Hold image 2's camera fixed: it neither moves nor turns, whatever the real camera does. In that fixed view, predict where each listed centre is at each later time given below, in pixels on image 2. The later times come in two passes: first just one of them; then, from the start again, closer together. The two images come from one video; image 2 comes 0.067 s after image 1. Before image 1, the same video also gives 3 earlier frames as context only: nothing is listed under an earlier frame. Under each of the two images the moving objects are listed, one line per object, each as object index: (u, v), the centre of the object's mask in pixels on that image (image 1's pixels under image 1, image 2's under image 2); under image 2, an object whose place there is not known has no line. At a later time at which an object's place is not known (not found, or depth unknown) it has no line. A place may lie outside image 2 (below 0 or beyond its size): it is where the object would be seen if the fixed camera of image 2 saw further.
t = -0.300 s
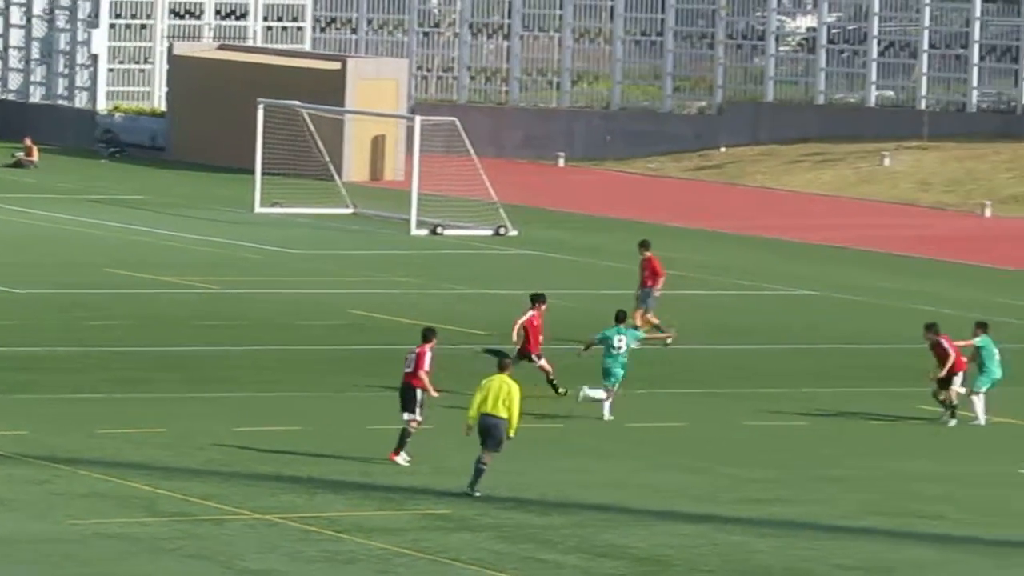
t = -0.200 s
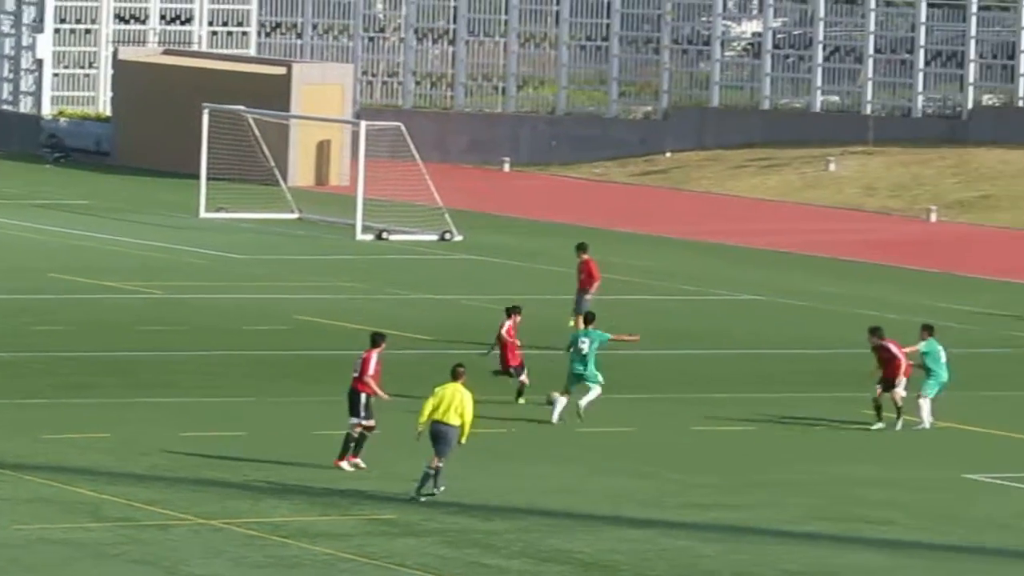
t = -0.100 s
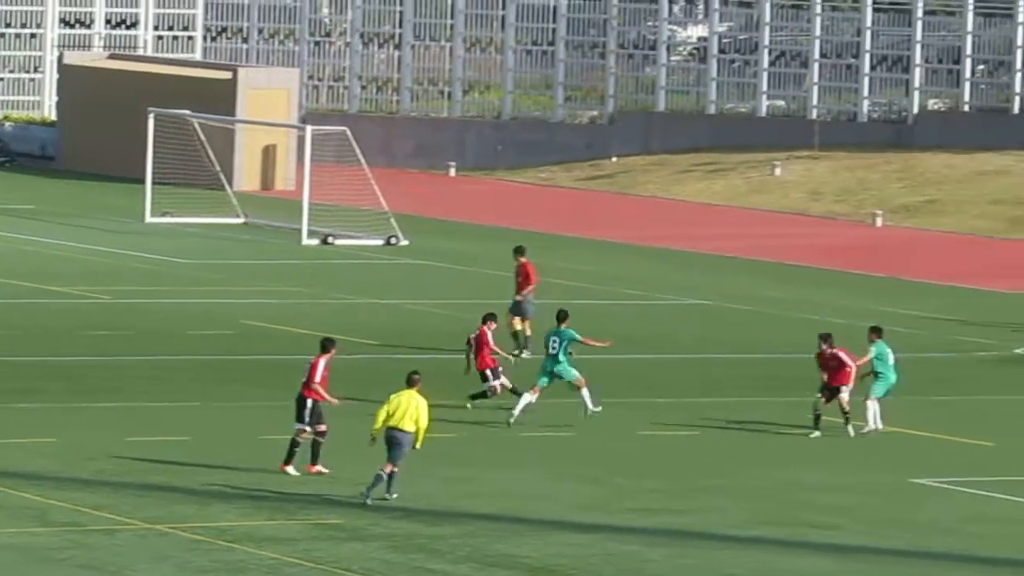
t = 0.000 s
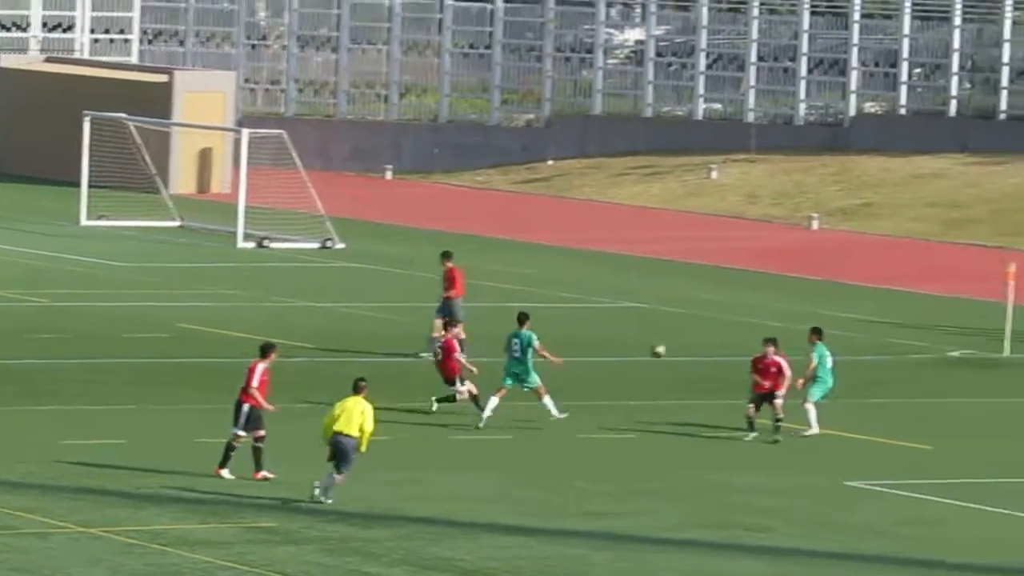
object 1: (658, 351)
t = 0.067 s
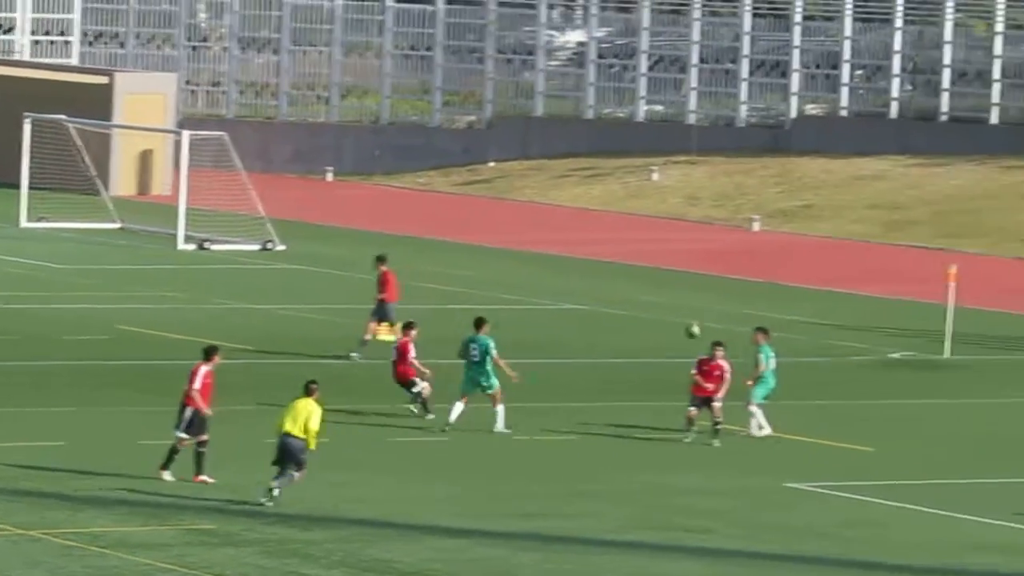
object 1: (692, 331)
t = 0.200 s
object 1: (876, 293)
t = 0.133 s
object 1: (785, 311)
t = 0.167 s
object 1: (830, 302)
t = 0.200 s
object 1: (876, 293)
